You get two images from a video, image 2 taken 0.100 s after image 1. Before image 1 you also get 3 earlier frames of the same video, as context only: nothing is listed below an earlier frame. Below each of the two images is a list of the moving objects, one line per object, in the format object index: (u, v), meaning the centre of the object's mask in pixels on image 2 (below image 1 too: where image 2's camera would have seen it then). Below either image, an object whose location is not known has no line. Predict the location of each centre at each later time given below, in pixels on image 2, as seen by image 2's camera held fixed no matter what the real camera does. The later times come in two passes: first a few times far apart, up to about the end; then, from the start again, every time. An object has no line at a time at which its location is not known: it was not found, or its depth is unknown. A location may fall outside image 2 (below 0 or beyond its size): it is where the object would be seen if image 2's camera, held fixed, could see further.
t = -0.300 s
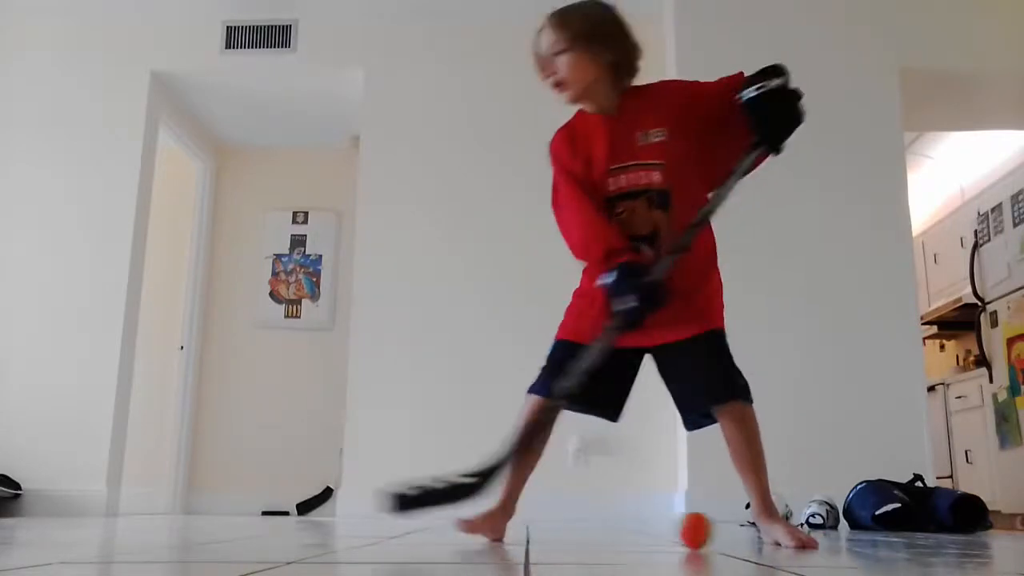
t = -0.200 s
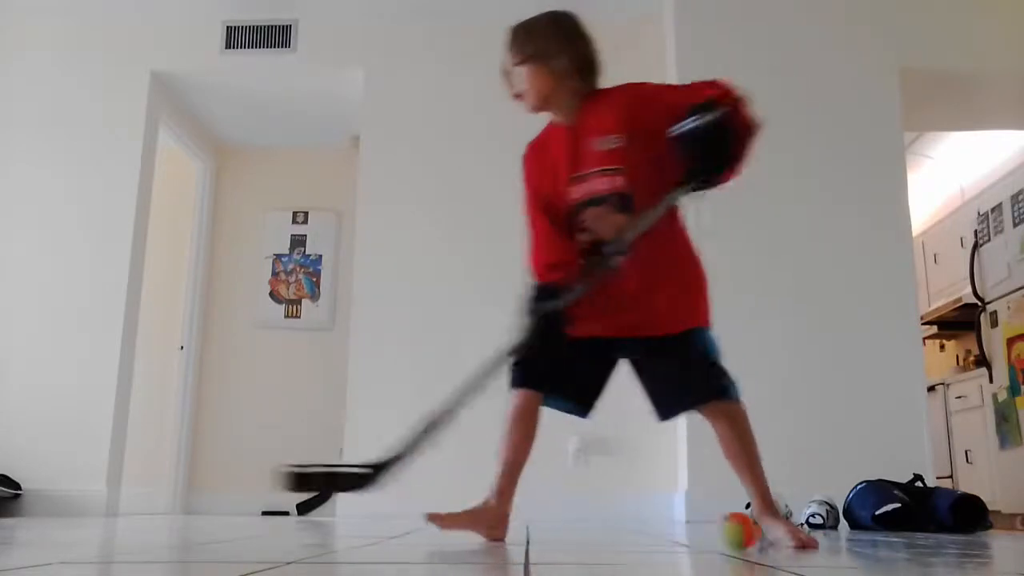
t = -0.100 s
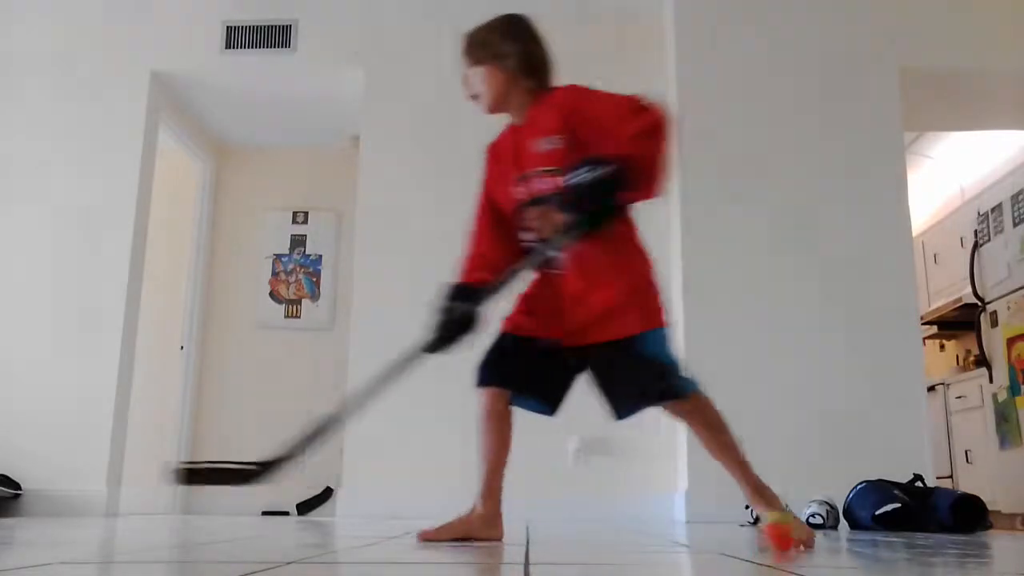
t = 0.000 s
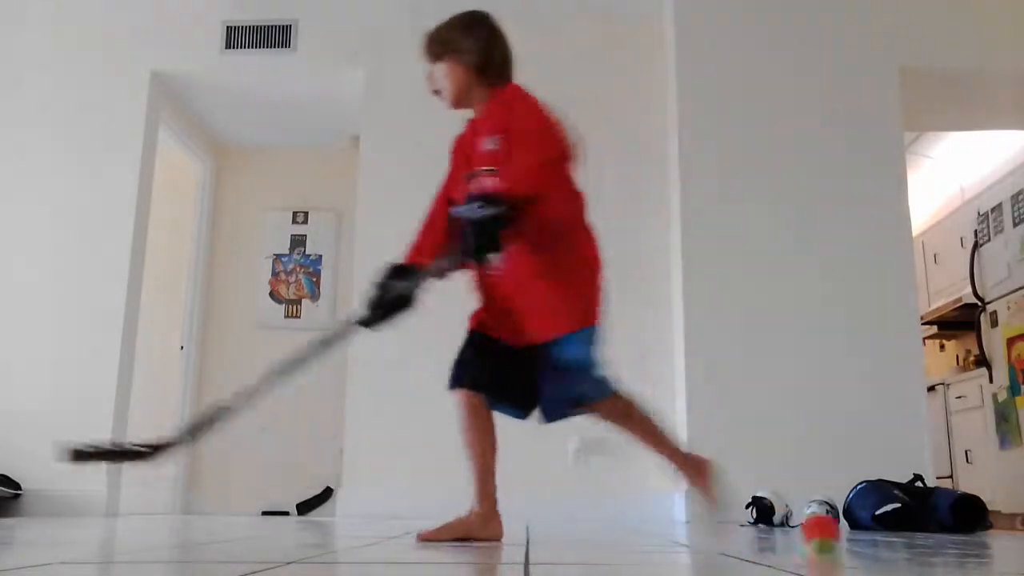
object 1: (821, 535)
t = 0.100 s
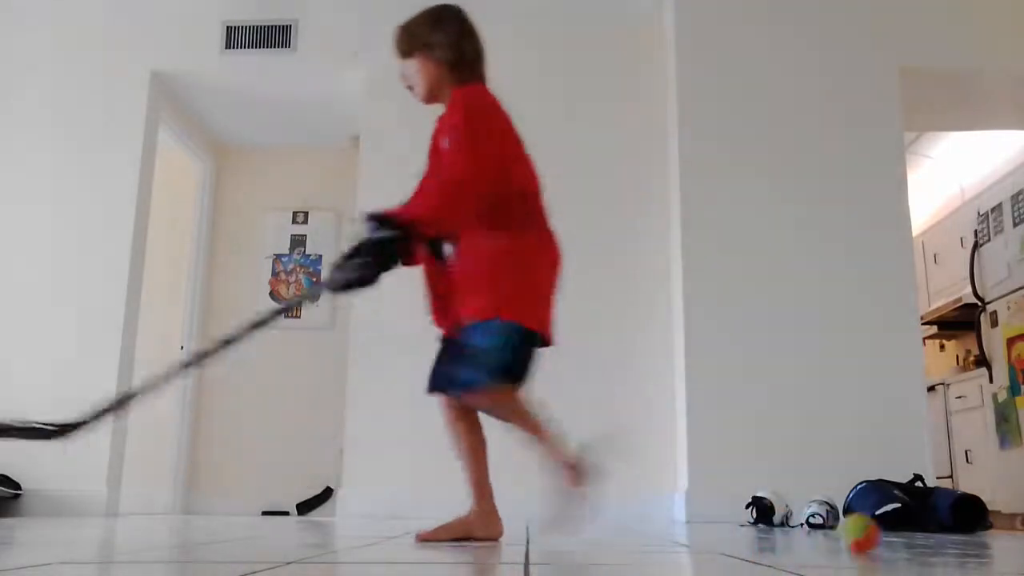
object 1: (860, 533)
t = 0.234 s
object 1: (905, 533)
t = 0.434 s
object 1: (974, 535)
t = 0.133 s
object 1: (871, 533)
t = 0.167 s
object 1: (883, 533)
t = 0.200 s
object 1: (894, 533)
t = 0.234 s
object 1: (905, 533)
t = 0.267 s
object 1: (917, 533)
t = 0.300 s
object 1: (929, 534)
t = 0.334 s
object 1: (941, 535)
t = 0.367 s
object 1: (951, 535)
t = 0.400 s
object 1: (963, 536)
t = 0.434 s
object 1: (974, 535)
